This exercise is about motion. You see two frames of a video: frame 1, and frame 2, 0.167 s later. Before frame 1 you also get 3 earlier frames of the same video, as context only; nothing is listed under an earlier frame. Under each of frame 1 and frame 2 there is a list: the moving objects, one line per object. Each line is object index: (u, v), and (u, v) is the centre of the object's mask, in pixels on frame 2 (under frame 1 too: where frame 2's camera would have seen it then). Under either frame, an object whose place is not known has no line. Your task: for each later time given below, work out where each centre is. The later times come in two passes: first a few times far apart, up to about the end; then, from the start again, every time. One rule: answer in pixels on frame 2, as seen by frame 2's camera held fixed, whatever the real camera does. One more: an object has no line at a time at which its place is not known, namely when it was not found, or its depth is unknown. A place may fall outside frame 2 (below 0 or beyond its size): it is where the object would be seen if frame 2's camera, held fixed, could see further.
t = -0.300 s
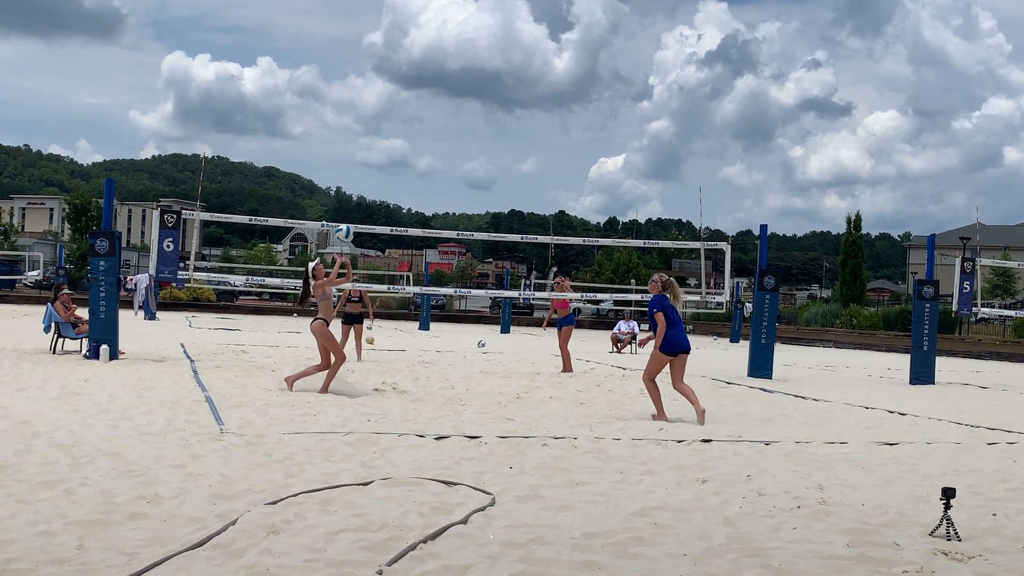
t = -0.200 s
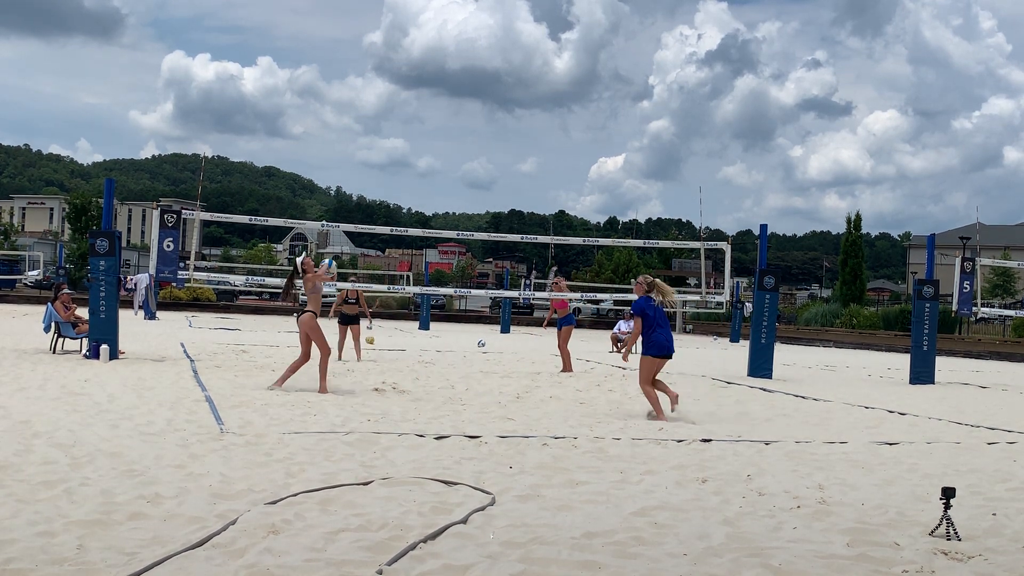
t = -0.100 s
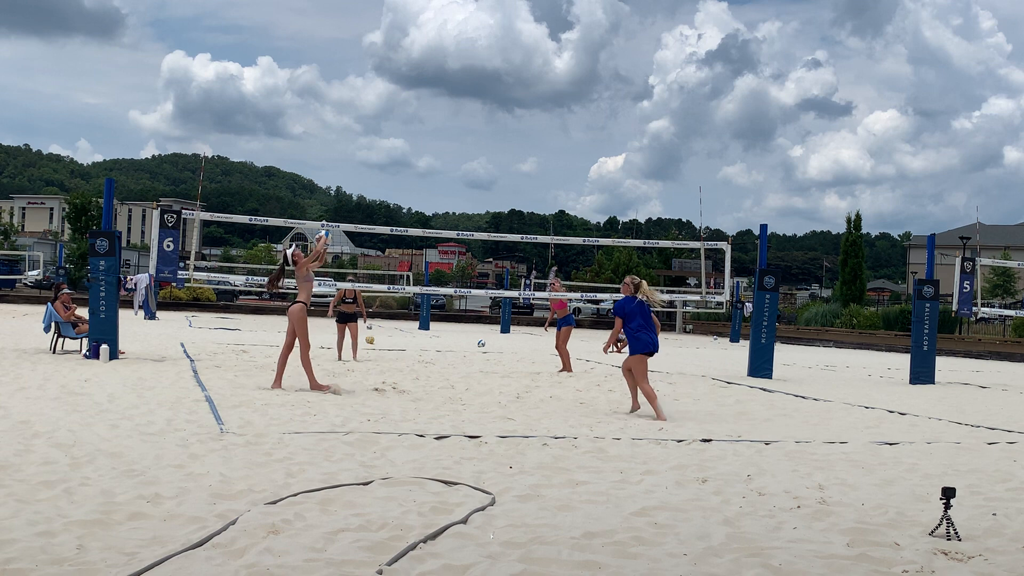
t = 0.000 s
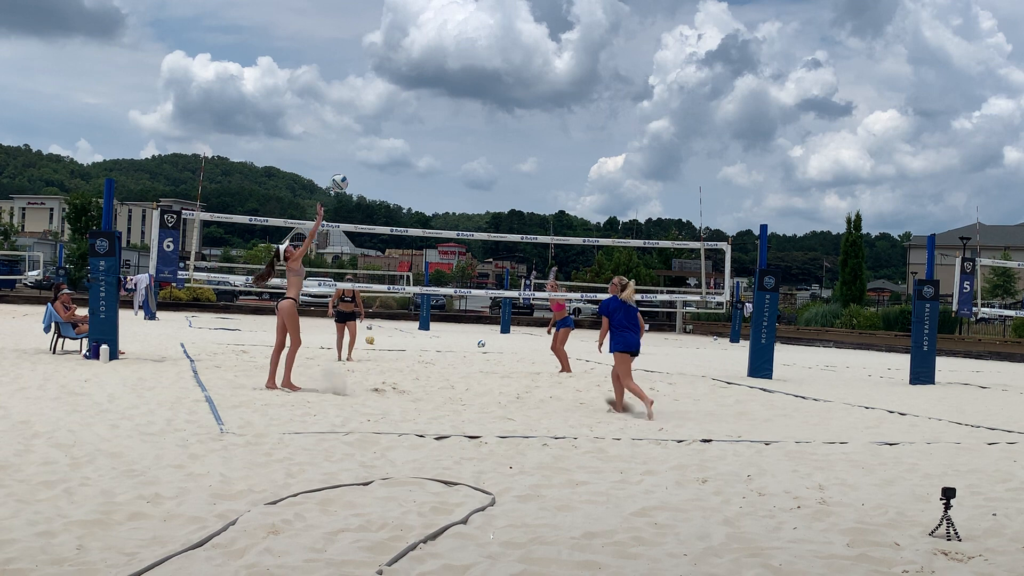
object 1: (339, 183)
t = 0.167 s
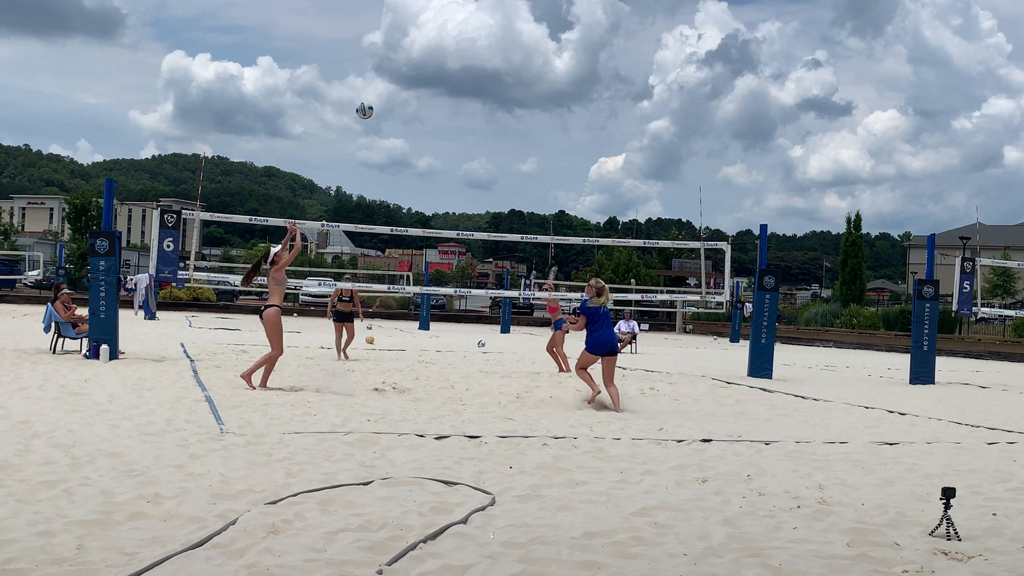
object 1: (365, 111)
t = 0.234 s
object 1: (374, 89)
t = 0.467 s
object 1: (404, 46)
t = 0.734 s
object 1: (433, 49)
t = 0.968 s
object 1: (455, 91)
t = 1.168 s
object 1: (469, 153)
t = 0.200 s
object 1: (369, 99)
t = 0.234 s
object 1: (374, 89)
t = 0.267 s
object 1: (379, 80)
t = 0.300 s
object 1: (383, 72)
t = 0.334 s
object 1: (388, 65)
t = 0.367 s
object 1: (392, 59)
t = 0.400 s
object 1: (396, 54)
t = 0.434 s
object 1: (400, 49)
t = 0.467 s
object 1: (404, 46)
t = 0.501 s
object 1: (408, 44)
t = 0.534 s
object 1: (412, 42)
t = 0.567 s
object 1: (416, 41)
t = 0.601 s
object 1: (419, 41)
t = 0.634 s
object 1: (423, 42)
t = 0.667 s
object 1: (427, 44)
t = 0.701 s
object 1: (430, 46)
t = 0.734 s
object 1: (433, 49)
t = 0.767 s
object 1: (437, 53)
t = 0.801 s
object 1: (440, 58)
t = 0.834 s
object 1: (443, 63)
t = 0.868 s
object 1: (446, 69)
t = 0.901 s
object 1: (449, 76)
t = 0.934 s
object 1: (452, 83)
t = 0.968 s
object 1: (455, 91)
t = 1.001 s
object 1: (457, 100)
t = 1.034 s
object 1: (460, 109)
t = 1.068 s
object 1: (462, 119)
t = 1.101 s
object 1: (465, 130)
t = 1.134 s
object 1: (467, 141)
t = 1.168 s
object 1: (469, 153)
